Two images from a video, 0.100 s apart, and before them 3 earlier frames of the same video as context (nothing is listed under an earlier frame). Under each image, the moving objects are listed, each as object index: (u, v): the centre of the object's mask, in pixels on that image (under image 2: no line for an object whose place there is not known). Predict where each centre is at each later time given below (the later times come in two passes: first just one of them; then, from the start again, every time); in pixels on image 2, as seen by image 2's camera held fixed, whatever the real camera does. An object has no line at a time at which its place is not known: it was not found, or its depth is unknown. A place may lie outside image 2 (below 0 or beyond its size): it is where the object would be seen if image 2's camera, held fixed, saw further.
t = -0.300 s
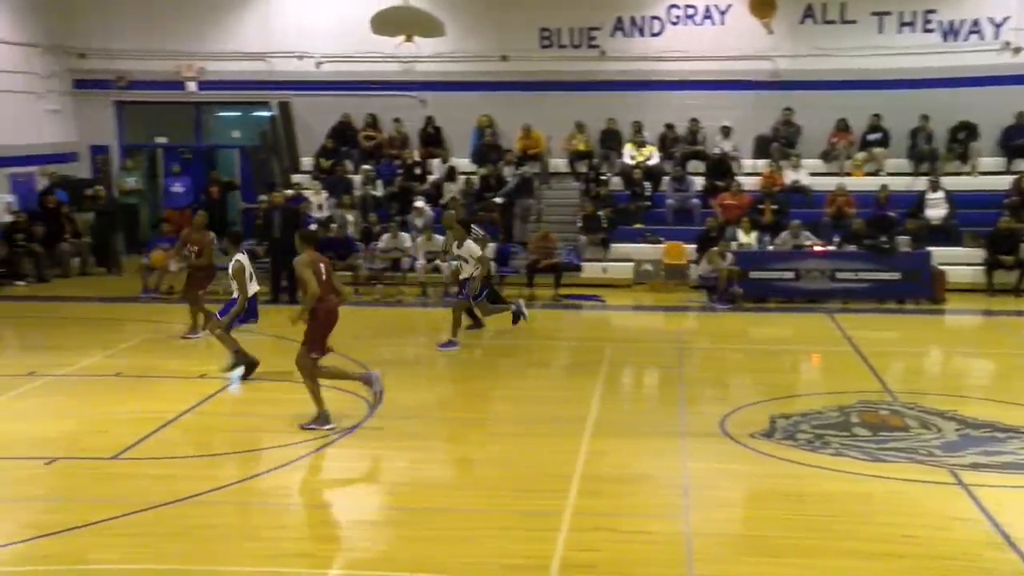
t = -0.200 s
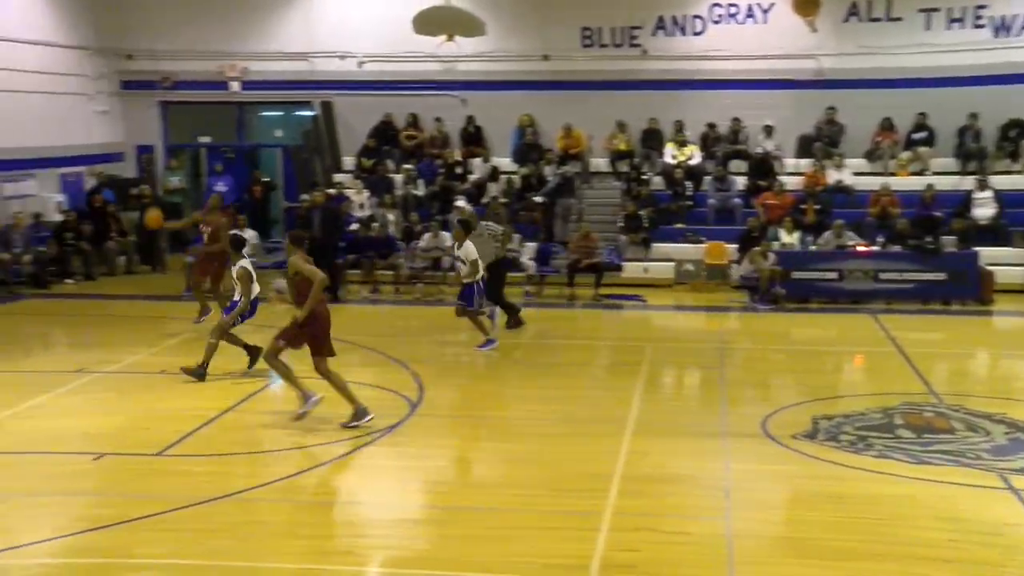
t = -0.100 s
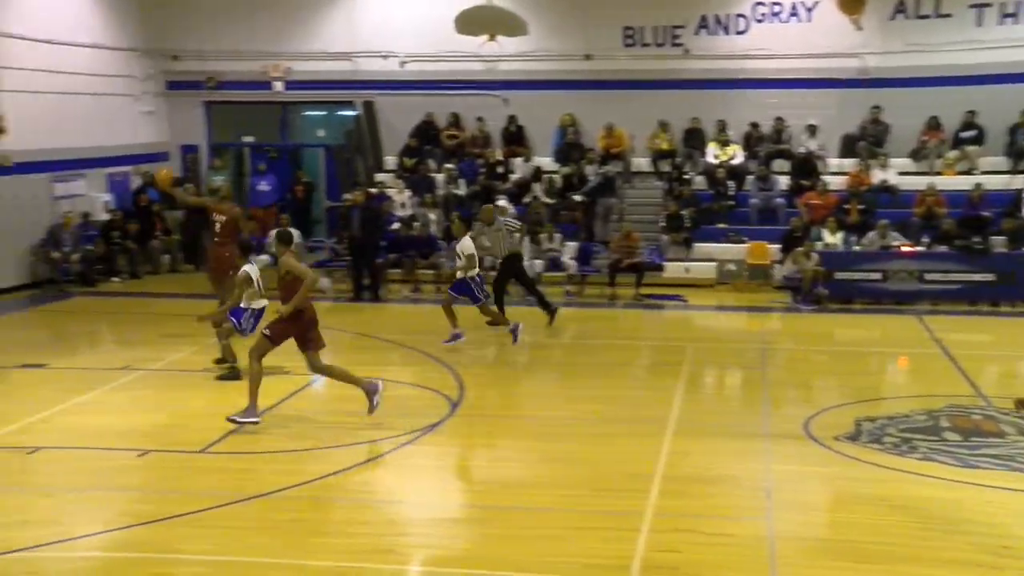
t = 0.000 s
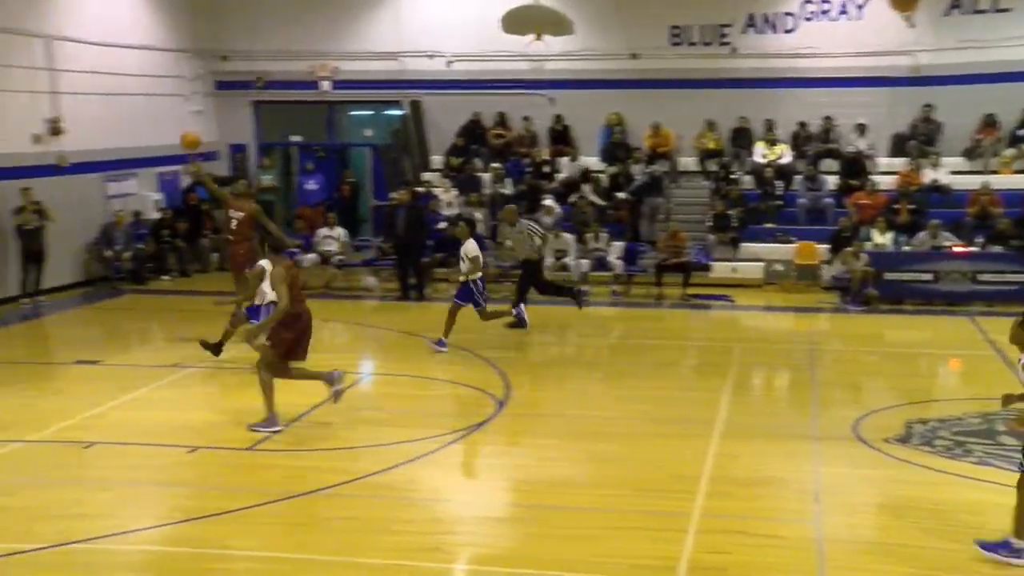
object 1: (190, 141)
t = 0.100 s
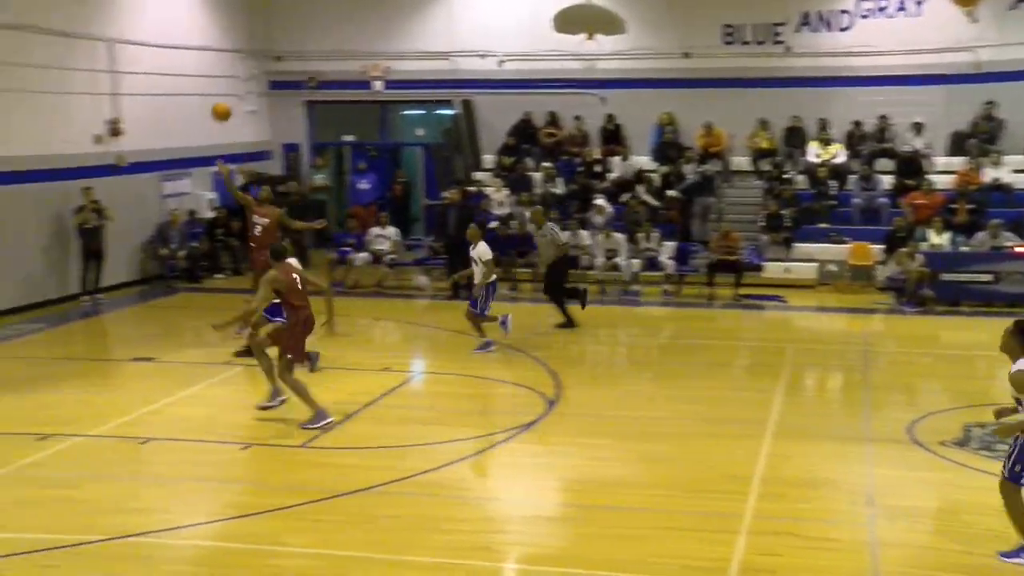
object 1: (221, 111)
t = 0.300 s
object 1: (176, 80)
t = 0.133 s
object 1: (214, 103)
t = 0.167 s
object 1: (207, 97)
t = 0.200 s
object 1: (200, 92)
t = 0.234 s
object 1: (192, 87)
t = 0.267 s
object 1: (184, 83)
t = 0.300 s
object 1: (176, 80)
